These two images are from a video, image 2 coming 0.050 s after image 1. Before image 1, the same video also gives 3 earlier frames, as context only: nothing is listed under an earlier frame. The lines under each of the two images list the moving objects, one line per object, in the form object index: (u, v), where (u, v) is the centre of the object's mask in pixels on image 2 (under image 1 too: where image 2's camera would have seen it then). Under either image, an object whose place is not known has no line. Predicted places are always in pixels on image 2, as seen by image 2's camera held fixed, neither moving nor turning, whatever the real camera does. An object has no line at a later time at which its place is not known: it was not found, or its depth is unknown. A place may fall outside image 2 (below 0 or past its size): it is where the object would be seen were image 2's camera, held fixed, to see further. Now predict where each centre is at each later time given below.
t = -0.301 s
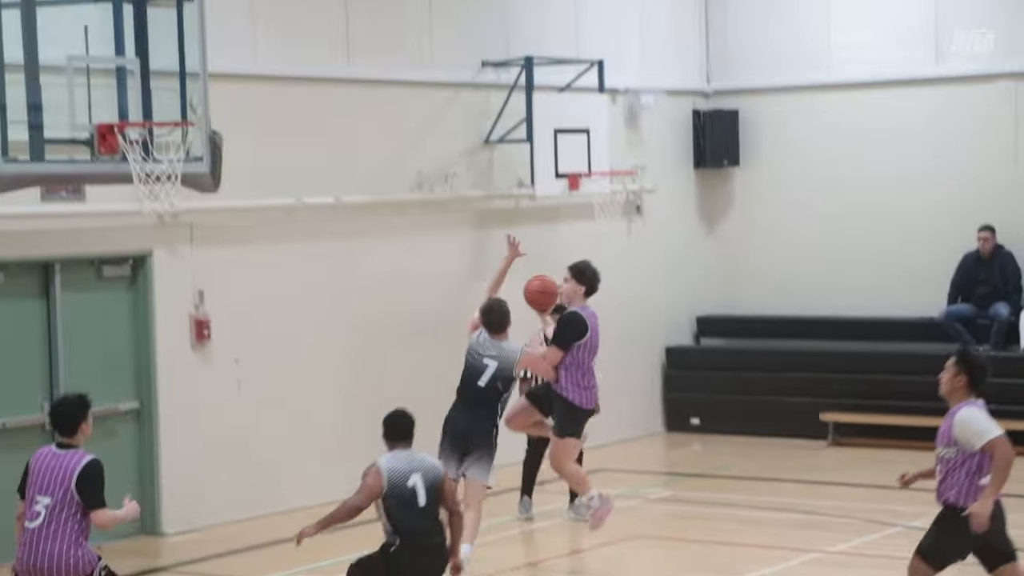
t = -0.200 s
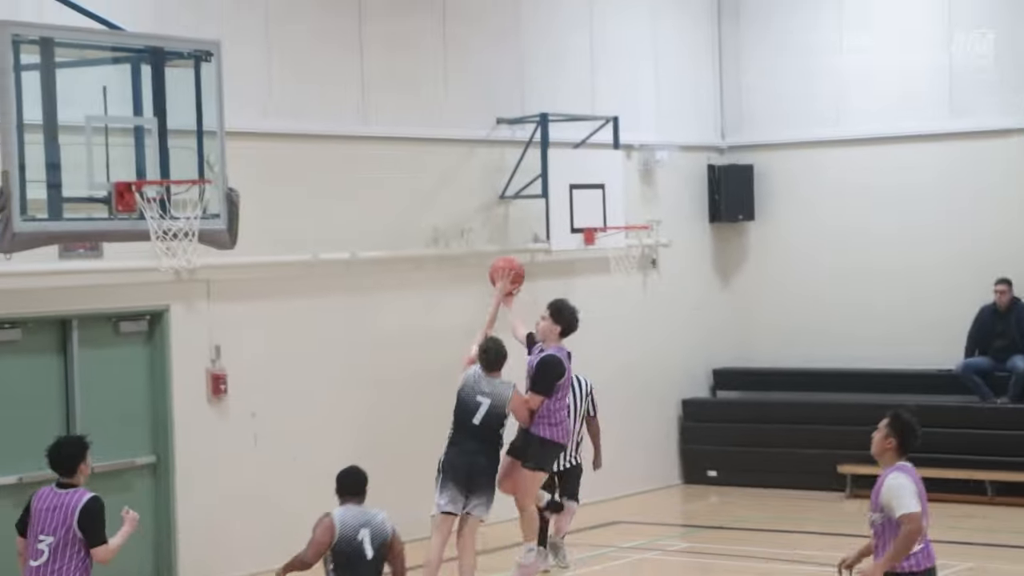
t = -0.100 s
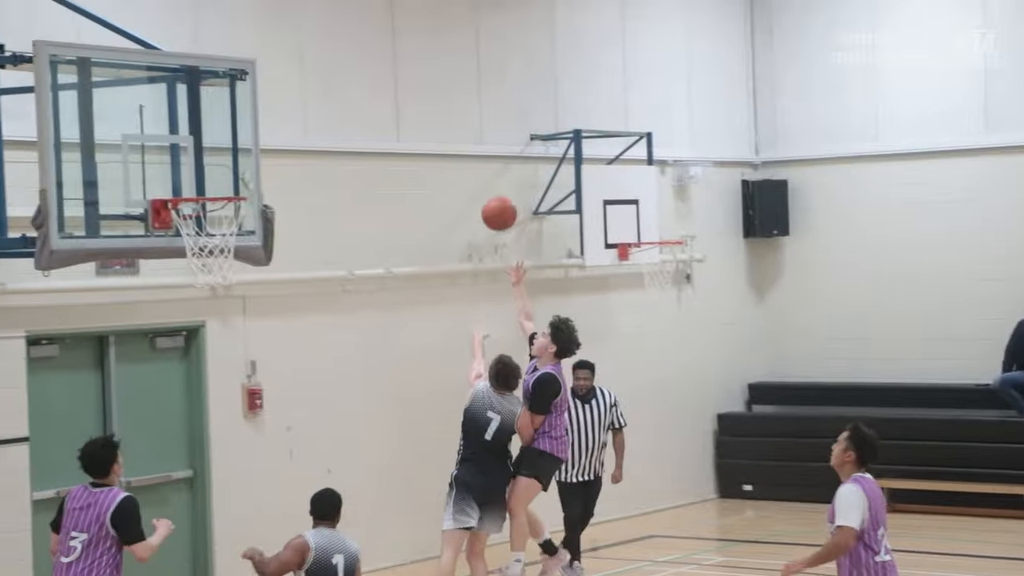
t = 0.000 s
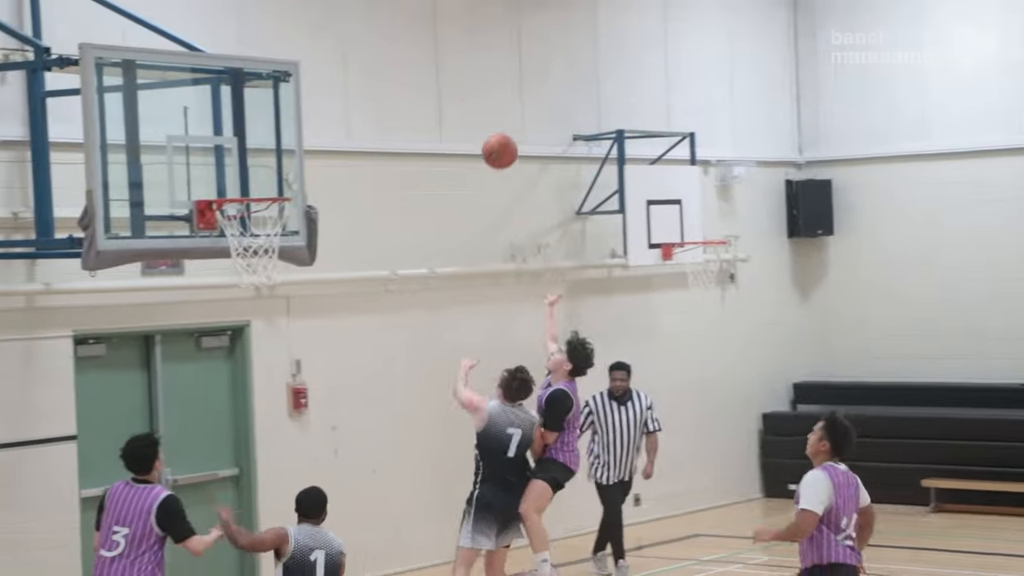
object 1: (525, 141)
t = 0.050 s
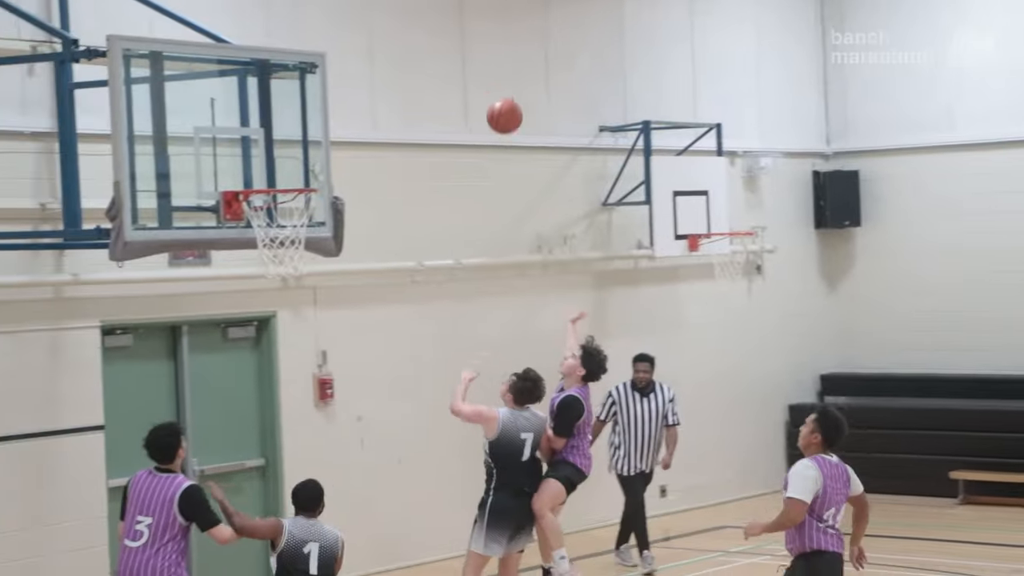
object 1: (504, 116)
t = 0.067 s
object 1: (497, 108)
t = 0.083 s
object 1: (490, 101)
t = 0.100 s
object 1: (483, 95)
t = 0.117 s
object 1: (476, 88)
